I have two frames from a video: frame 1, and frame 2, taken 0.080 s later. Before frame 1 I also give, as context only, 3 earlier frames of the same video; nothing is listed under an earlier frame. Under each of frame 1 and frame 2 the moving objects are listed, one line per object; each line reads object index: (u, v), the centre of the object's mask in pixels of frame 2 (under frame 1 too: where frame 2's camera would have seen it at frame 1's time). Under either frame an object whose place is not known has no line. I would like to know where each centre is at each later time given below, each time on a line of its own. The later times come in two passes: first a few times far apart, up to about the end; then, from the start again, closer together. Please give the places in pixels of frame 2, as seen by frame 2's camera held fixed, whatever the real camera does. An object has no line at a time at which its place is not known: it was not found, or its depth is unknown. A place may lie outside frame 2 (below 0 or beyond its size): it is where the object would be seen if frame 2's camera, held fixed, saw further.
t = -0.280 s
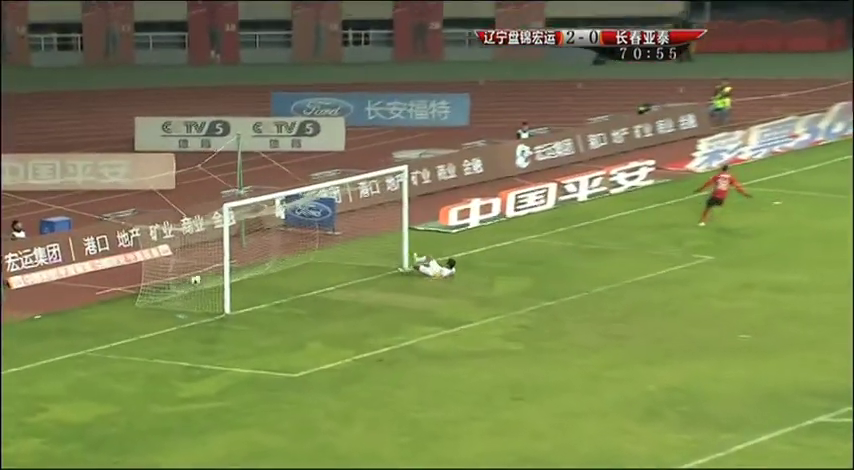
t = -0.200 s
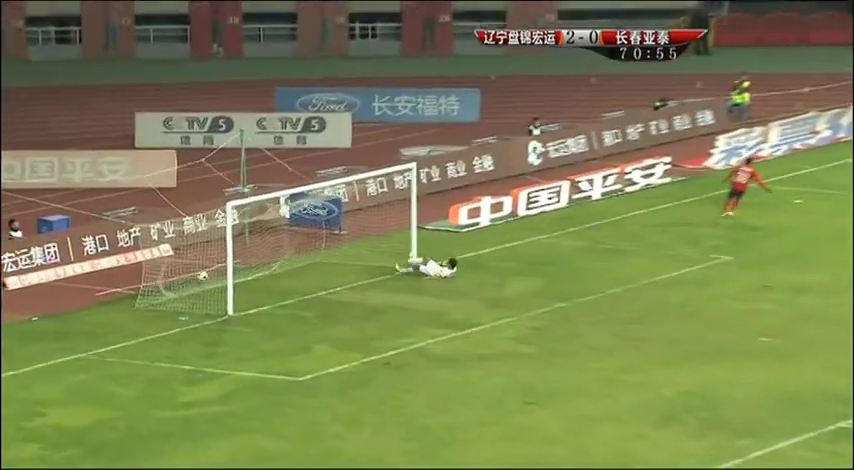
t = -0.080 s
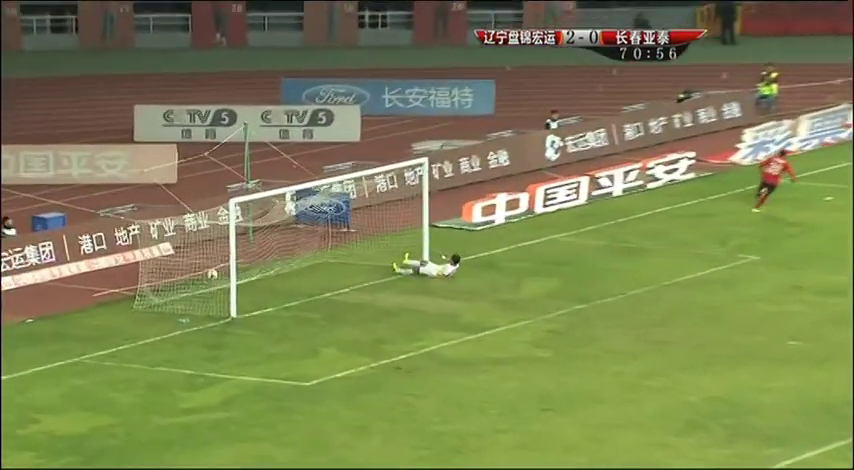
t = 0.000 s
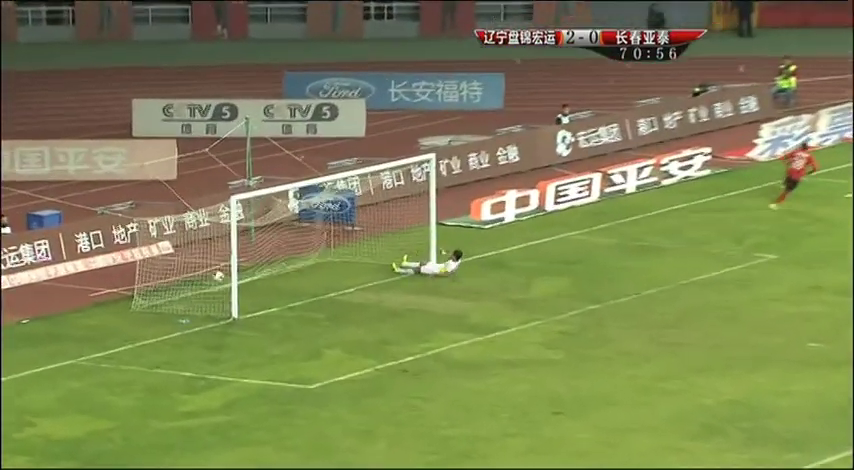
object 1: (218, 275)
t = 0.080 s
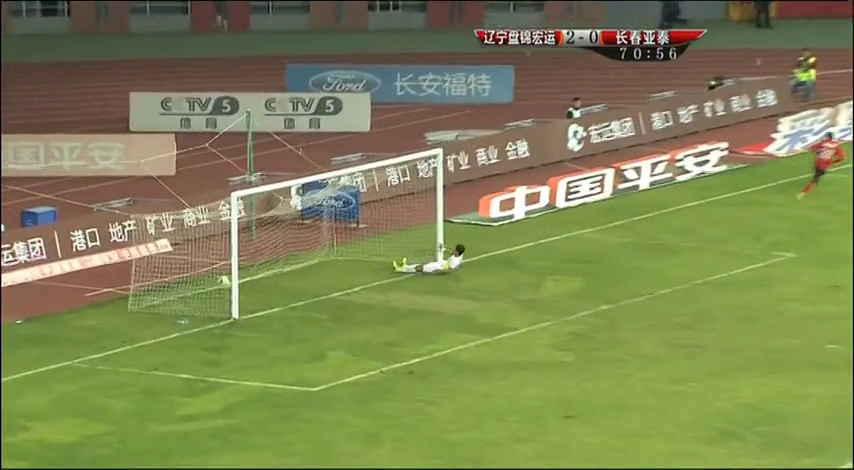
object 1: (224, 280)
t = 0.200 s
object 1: (229, 293)
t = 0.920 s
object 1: (276, 296)
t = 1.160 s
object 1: (288, 297)
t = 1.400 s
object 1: (298, 298)
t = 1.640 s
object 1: (307, 299)
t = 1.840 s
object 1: (314, 299)
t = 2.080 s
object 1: (322, 300)
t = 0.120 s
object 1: (226, 283)
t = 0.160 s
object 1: (227, 288)
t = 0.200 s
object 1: (229, 293)
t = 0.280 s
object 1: (239, 290)
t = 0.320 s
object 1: (241, 289)
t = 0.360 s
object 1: (242, 290)
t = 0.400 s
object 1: (245, 292)
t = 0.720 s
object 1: (264, 295)
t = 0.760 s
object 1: (267, 295)
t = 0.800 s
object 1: (269, 295)
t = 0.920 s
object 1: (276, 296)
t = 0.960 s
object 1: (278, 296)
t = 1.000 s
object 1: (280, 297)
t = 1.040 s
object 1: (282, 297)
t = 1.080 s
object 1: (284, 297)
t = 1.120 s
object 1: (286, 297)
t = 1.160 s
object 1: (288, 297)
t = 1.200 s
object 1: (289, 297)
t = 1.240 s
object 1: (291, 298)
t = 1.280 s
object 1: (293, 297)
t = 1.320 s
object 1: (294, 298)
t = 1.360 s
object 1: (296, 298)
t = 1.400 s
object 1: (298, 298)
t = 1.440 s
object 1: (299, 298)
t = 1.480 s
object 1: (301, 299)
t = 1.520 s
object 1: (303, 299)
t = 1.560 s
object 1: (305, 298)
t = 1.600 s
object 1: (306, 298)
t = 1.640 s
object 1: (307, 299)
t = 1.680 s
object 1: (309, 299)
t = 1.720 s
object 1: (310, 299)
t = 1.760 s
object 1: (310, 300)
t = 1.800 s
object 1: (313, 299)
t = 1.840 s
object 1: (314, 299)
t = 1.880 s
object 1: (316, 300)
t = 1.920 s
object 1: (317, 300)
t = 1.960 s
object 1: (318, 300)
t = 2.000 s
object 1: (319, 300)
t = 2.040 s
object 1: (320, 300)
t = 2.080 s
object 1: (322, 300)
